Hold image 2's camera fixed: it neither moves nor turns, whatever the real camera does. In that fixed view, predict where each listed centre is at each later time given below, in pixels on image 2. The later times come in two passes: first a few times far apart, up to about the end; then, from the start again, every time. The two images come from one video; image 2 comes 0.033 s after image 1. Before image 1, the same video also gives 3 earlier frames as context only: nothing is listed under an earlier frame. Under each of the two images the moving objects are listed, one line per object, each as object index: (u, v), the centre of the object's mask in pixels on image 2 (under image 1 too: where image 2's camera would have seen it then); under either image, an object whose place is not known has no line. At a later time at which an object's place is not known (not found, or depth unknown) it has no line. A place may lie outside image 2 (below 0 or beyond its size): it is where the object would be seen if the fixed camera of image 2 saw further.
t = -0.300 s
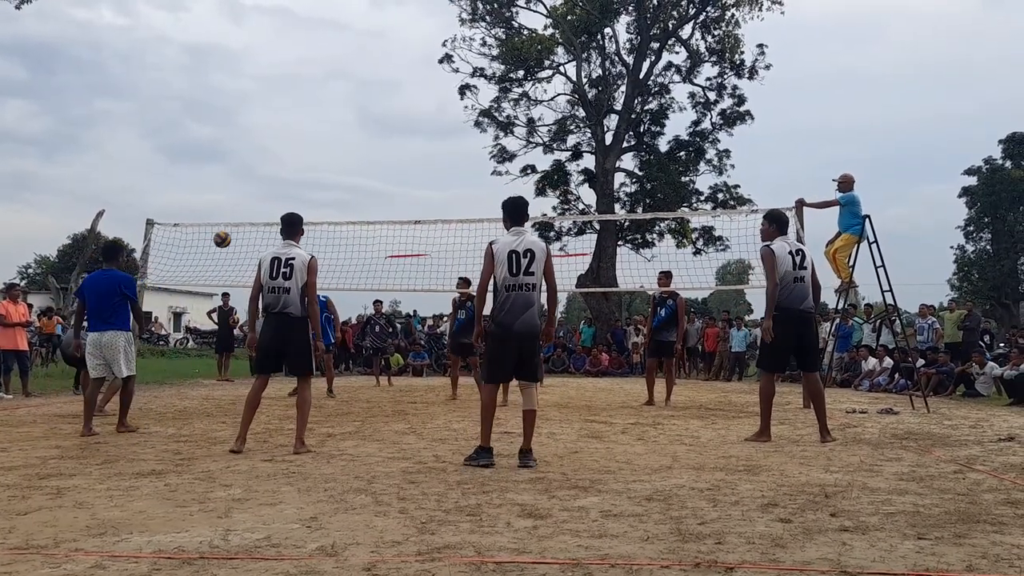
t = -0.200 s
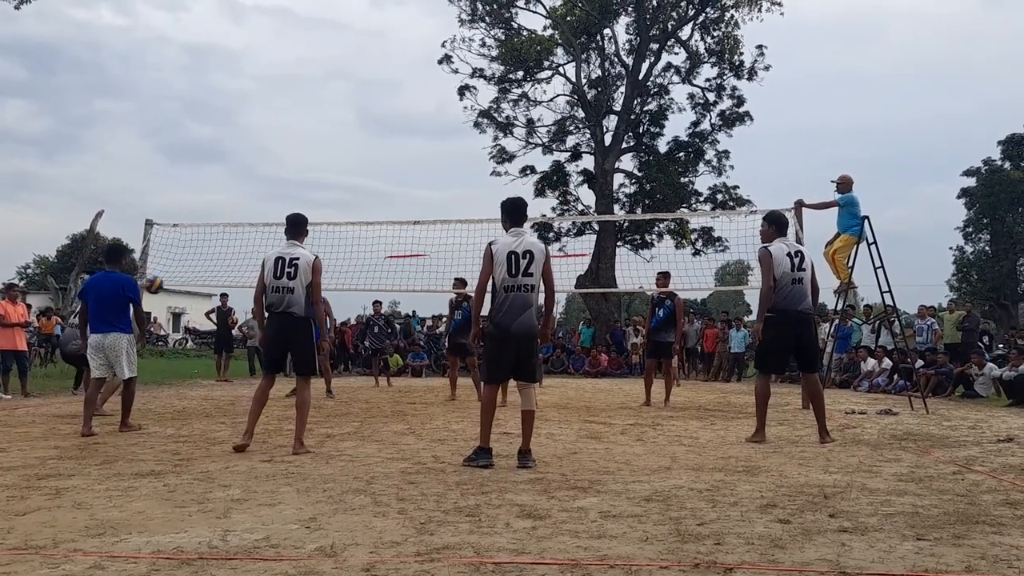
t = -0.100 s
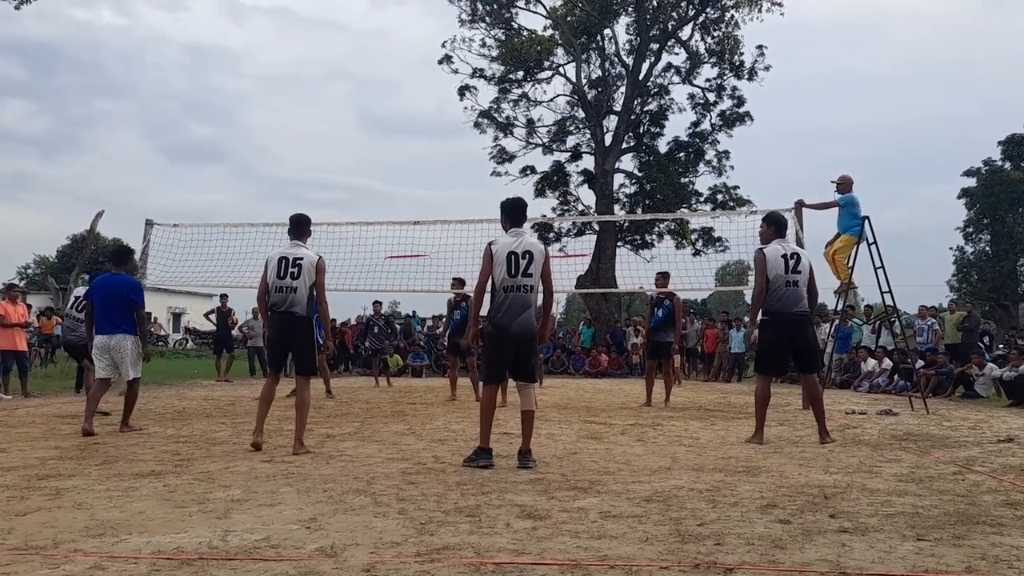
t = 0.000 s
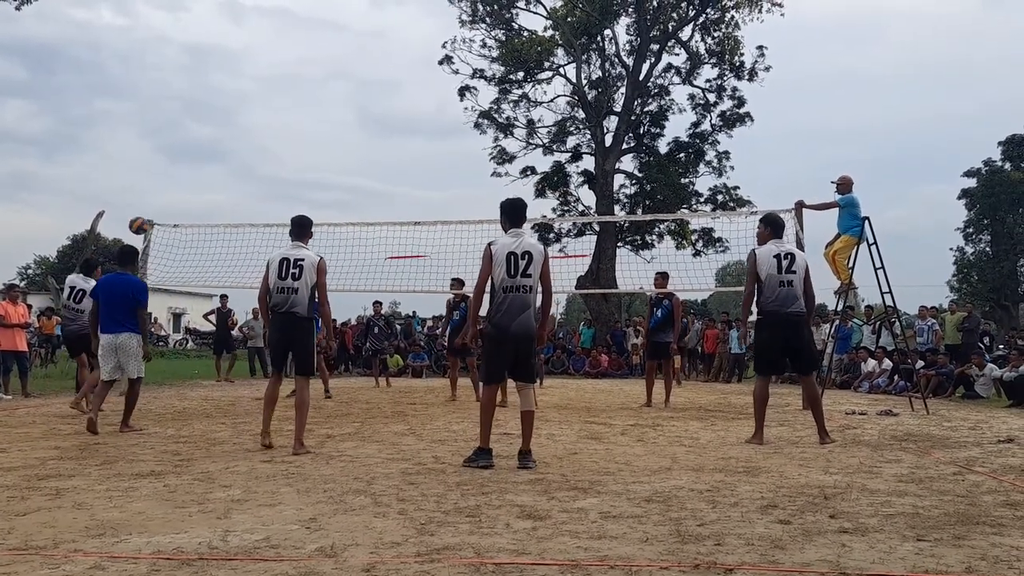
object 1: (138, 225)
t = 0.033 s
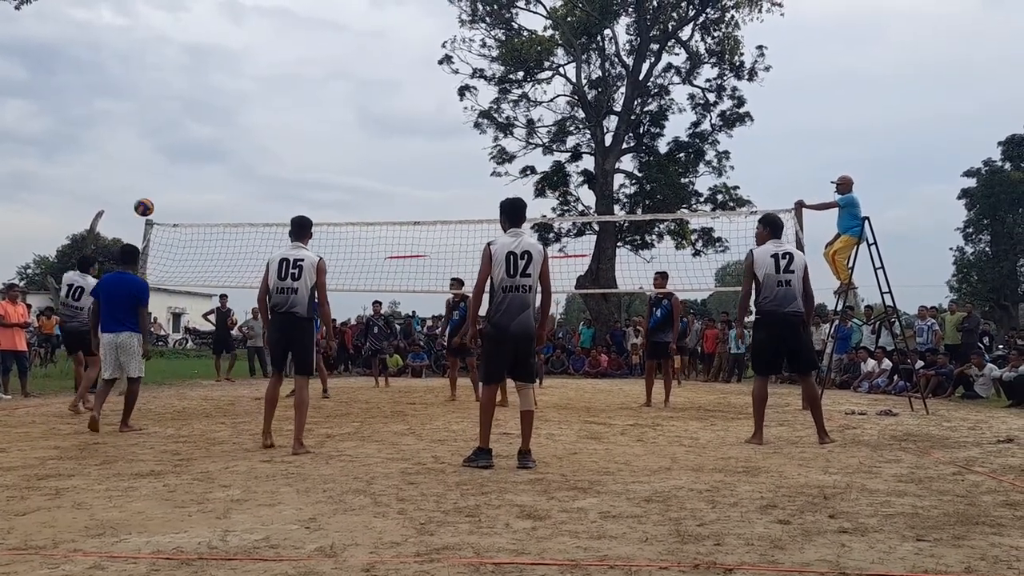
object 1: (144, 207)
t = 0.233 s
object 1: (178, 120)
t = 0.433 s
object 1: (211, 68)
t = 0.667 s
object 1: (248, 50)
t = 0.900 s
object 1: (284, 78)
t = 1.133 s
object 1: (318, 150)
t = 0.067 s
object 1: (149, 190)
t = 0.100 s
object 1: (155, 174)
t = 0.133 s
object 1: (161, 159)
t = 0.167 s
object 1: (167, 145)
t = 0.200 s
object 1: (173, 132)
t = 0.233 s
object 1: (178, 120)
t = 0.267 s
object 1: (183, 109)
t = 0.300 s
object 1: (189, 99)
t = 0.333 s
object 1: (195, 90)
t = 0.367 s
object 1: (200, 81)
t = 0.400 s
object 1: (206, 74)
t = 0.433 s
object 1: (211, 68)
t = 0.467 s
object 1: (217, 62)
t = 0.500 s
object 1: (222, 58)
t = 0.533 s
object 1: (227, 55)
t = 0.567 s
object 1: (232, 52)
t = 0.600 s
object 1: (238, 50)
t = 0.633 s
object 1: (243, 50)
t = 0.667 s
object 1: (248, 50)
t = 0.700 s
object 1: (253, 51)
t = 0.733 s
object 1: (258, 53)
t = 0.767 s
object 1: (263, 56)
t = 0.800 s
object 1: (269, 60)
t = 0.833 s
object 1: (274, 65)
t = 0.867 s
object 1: (279, 71)
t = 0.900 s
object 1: (284, 78)
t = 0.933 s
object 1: (289, 85)
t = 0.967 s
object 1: (294, 94)
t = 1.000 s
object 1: (299, 103)
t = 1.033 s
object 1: (304, 114)
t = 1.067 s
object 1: (308, 125)
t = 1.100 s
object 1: (313, 137)
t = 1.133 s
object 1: (318, 150)
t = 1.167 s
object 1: (323, 164)
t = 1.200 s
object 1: (328, 179)
